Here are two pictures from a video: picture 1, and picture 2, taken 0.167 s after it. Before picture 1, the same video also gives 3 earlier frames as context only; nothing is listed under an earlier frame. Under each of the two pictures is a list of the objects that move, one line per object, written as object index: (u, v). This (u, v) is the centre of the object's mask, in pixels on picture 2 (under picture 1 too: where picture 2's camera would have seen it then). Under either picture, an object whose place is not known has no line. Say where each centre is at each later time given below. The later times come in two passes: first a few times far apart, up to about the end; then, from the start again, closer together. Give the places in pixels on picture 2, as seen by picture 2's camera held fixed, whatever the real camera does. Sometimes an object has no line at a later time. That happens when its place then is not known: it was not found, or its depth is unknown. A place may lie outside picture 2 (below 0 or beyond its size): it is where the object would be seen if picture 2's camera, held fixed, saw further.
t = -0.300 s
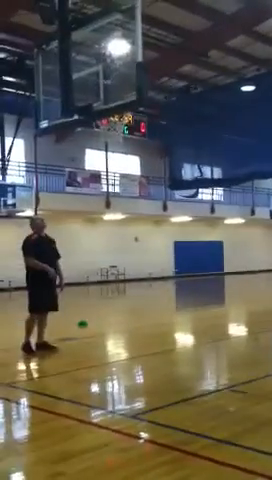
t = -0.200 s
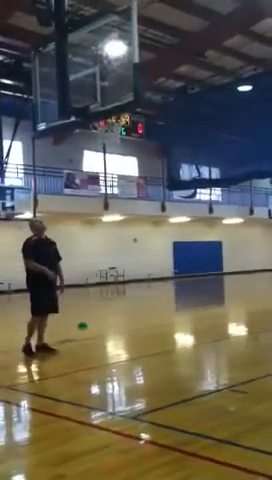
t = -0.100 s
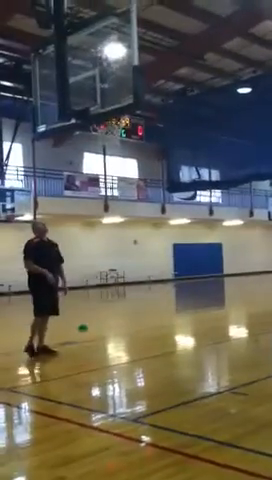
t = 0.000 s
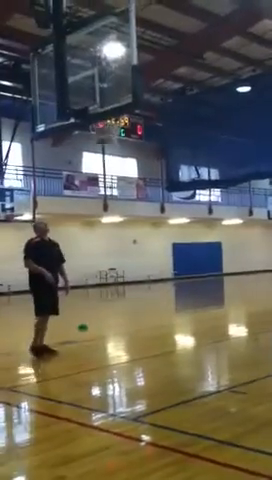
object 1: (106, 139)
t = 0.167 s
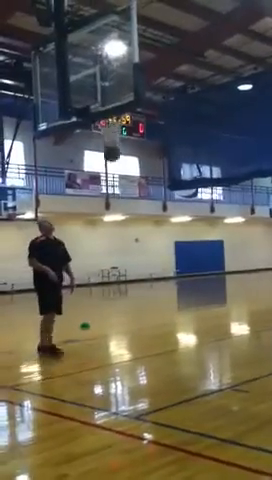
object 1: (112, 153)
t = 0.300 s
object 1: (120, 183)
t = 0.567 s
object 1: (137, 275)
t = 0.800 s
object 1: (150, 315)
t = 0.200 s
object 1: (114, 160)
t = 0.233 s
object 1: (116, 167)
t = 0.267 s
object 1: (118, 175)
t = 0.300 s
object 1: (120, 183)
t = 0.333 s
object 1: (122, 192)
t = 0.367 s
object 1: (124, 202)
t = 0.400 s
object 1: (126, 212)
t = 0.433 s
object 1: (129, 224)
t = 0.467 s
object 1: (130, 236)
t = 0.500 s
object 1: (132, 248)
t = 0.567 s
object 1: (137, 275)
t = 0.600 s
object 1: (138, 291)
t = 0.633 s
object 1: (141, 307)
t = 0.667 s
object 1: (143, 324)
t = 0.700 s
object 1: (146, 340)
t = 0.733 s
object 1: (147, 340)
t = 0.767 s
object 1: (149, 328)
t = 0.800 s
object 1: (150, 315)
